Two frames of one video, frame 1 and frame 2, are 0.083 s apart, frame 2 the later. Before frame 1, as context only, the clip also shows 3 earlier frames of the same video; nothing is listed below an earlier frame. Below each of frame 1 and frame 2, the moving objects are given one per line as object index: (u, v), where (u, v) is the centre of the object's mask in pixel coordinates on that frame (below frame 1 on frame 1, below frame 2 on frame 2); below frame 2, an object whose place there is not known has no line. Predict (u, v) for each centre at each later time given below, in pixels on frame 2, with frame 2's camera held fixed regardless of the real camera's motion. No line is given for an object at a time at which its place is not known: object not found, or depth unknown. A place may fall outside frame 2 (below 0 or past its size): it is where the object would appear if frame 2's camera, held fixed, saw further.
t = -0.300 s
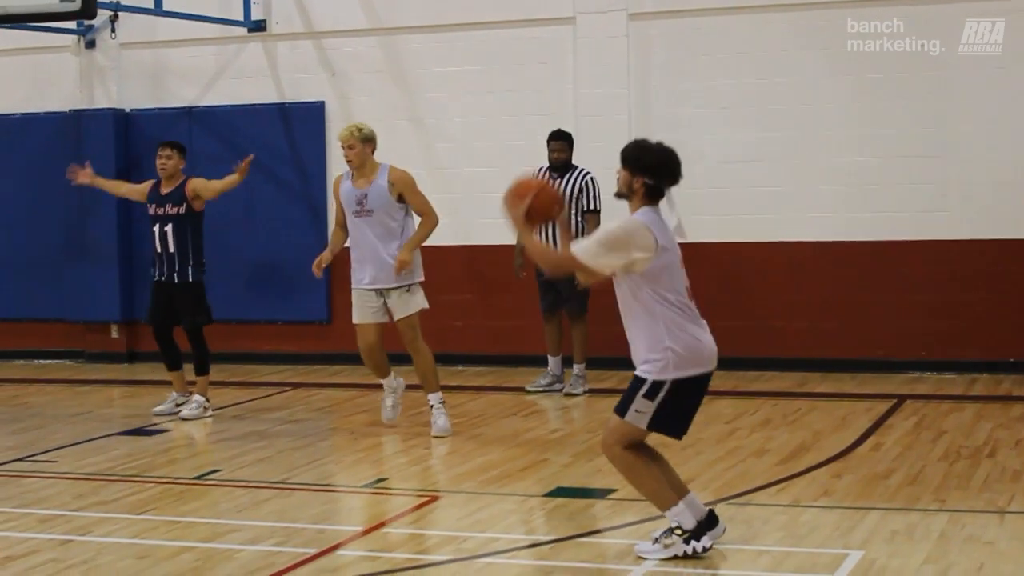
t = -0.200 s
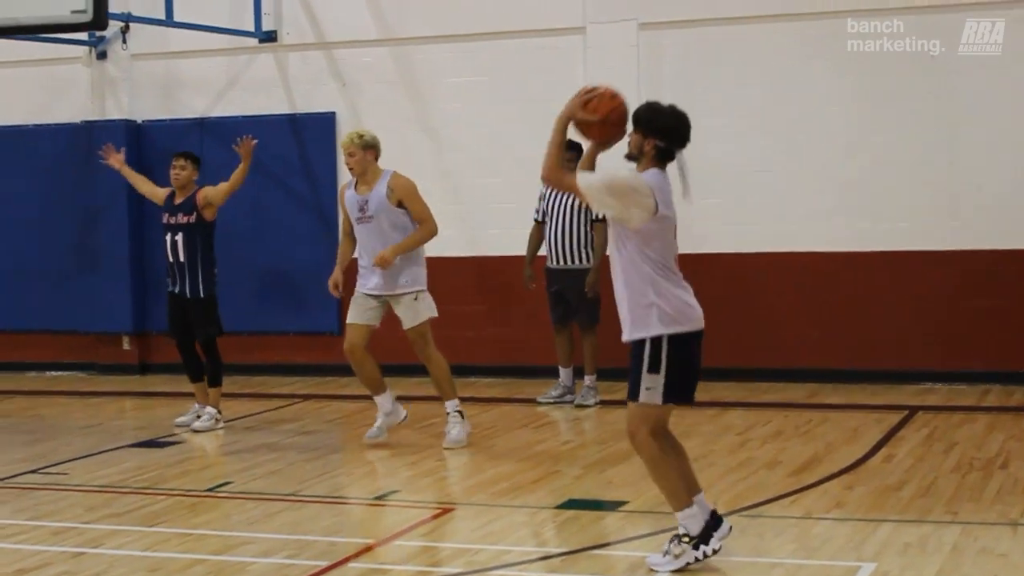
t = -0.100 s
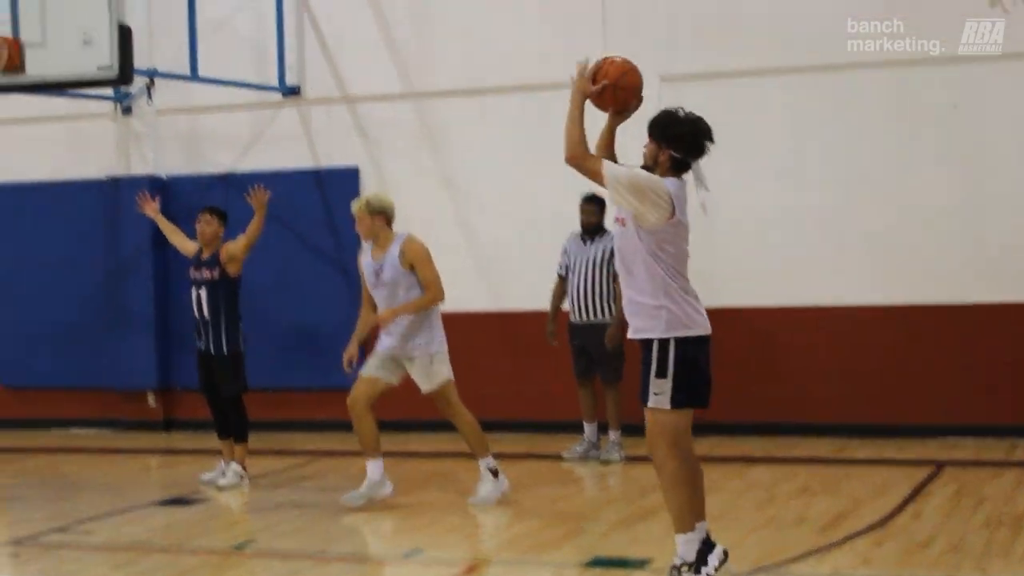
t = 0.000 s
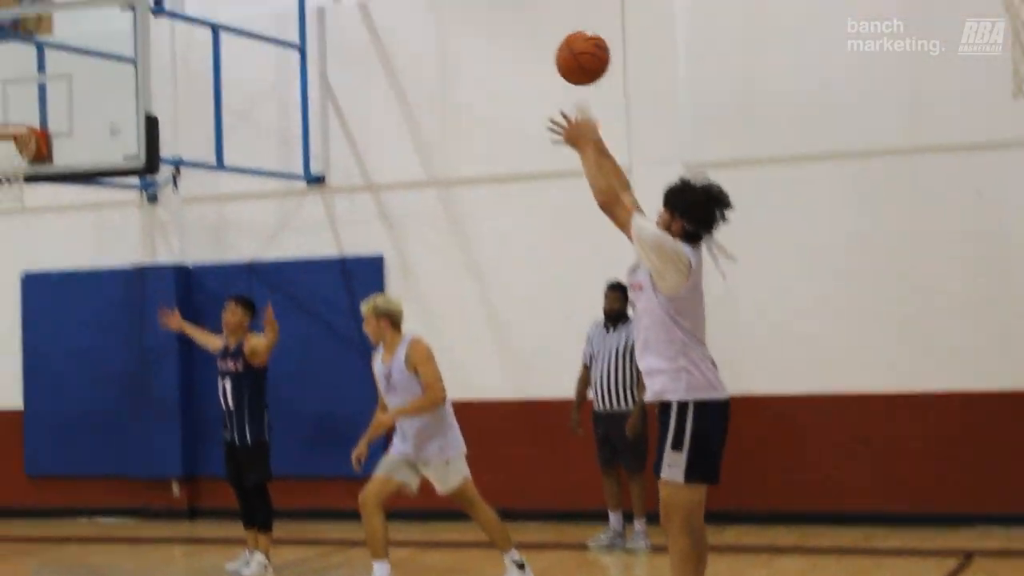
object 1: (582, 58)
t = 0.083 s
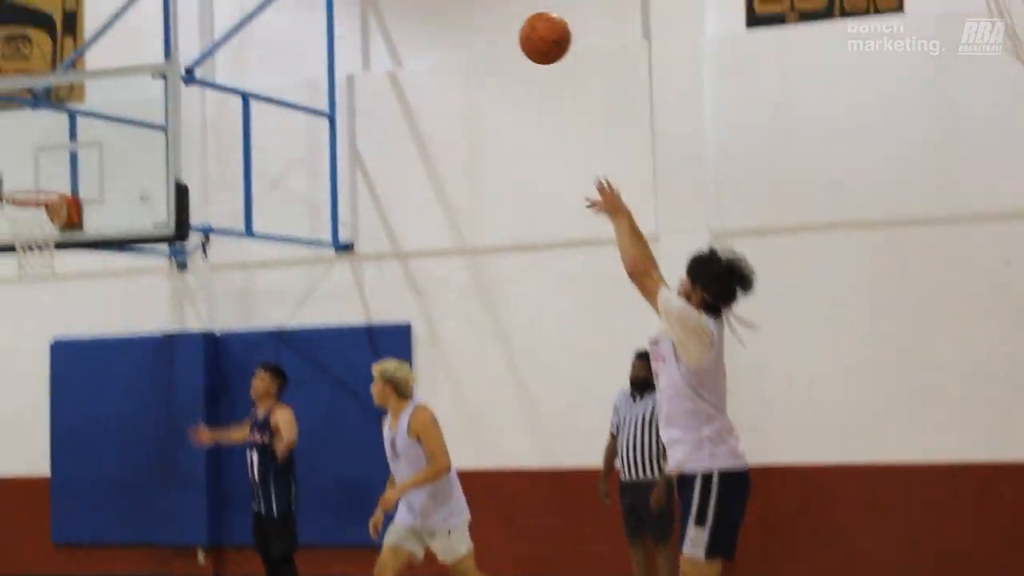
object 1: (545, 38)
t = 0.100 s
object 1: (534, 24)
